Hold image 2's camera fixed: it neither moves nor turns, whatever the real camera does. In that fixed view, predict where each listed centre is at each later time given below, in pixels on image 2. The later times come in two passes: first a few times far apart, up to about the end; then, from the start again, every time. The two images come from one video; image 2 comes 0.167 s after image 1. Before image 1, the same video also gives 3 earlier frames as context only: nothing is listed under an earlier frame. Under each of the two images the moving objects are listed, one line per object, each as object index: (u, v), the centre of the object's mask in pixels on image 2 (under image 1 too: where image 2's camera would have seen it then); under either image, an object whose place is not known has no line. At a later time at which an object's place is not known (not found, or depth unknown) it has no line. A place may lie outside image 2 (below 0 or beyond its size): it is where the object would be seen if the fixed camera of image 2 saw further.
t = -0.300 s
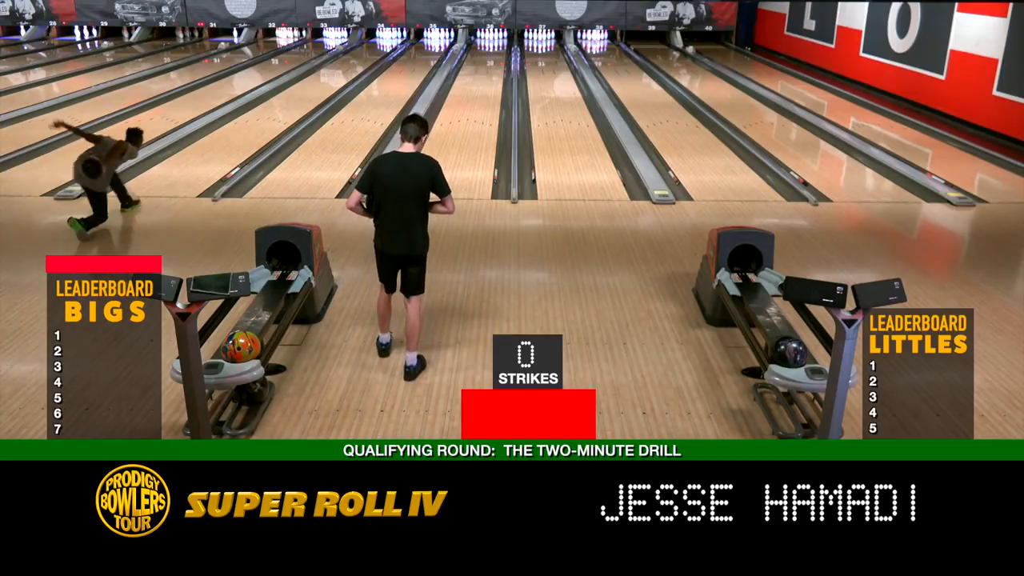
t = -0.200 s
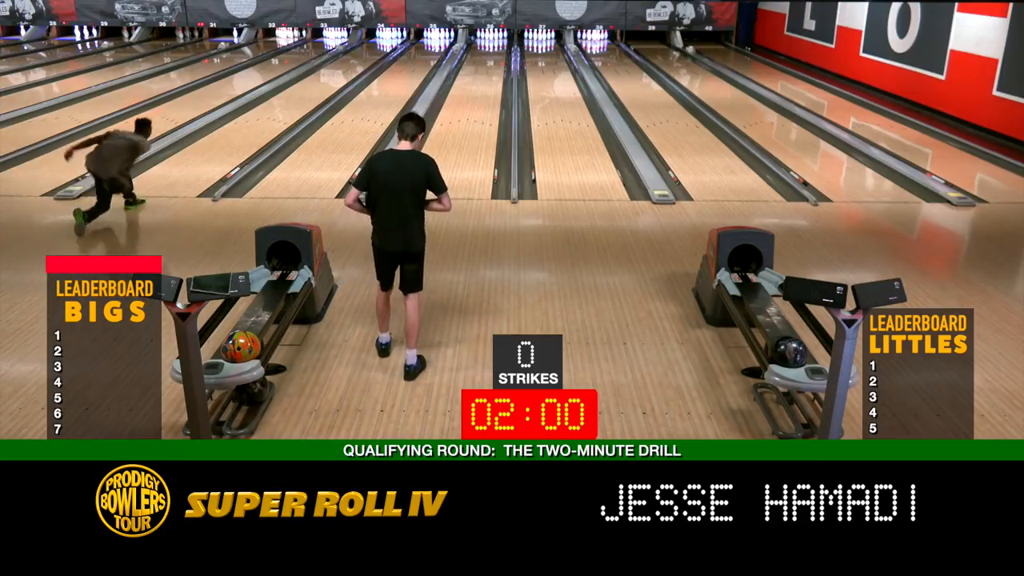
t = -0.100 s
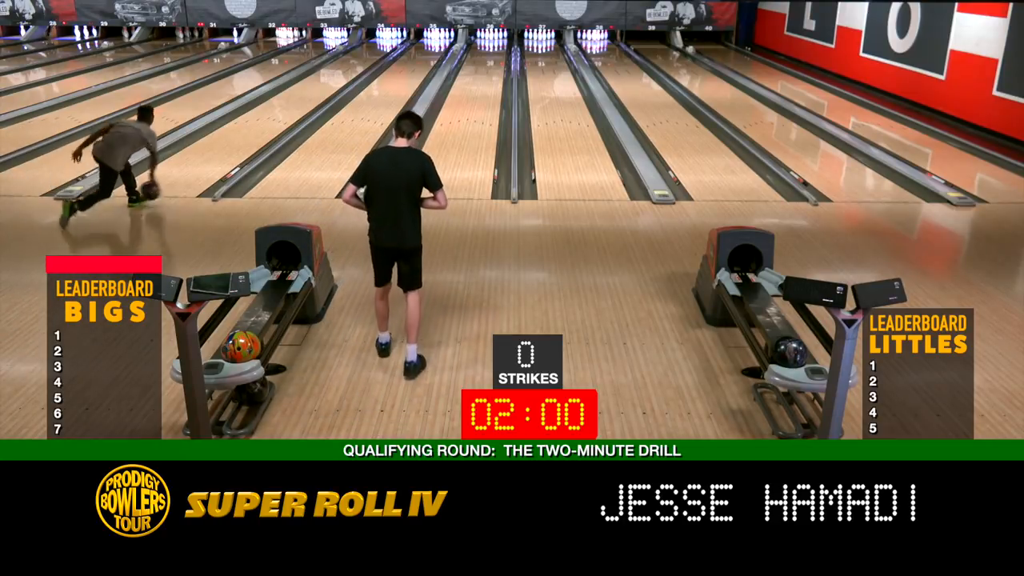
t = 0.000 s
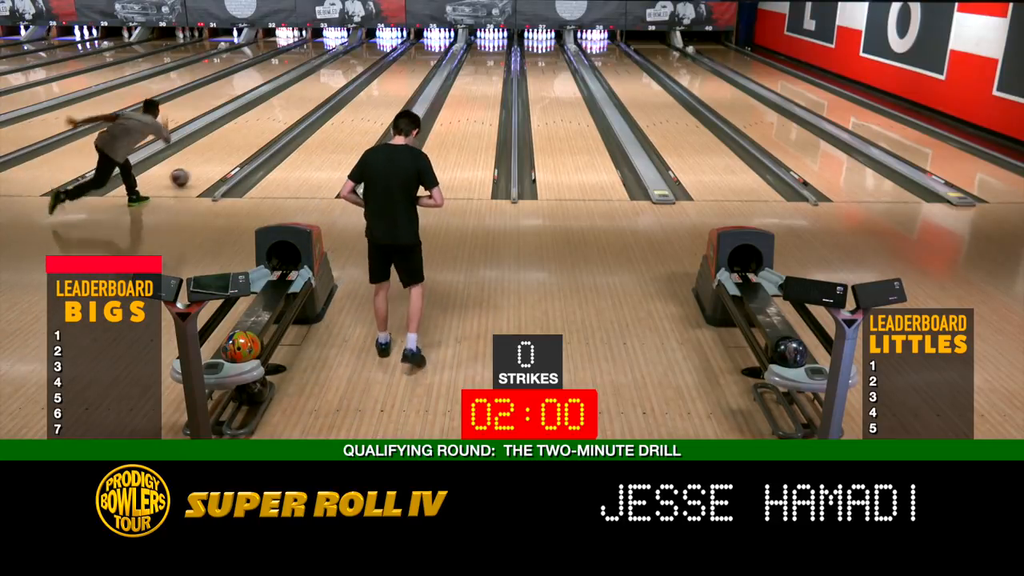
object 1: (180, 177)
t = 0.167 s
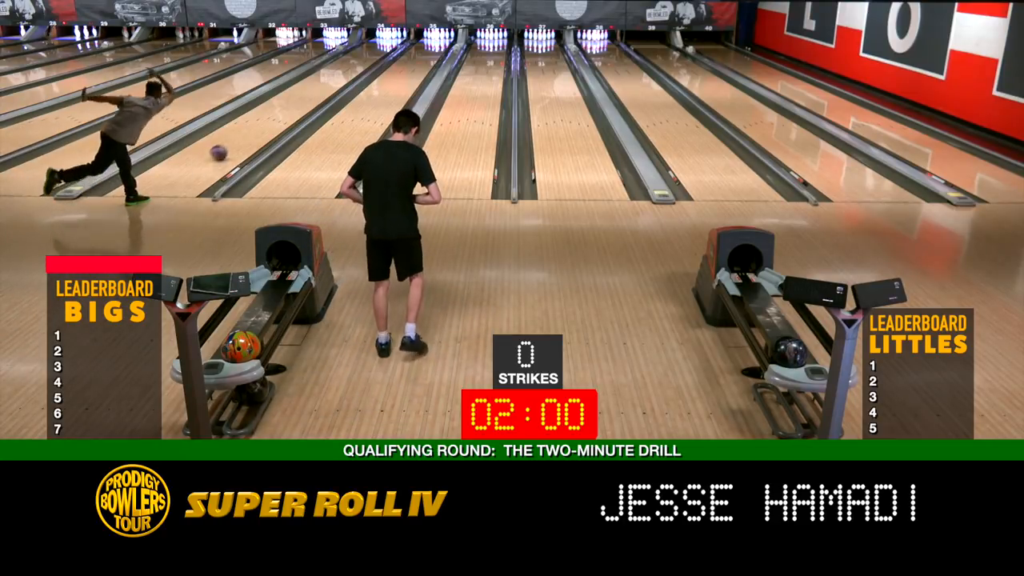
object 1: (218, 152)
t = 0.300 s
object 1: (244, 136)
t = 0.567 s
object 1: (283, 110)
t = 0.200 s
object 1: (225, 148)
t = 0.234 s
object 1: (231, 144)
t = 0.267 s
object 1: (238, 140)
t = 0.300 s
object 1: (244, 136)
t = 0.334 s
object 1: (249, 132)
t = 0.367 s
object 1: (255, 129)
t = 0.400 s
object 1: (260, 126)
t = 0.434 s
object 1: (265, 122)
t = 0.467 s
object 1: (269, 119)
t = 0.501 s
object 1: (274, 116)
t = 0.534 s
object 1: (278, 113)
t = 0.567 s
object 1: (283, 110)
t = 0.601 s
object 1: (287, 108)
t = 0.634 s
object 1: (291, 106)
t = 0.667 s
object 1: (295, 103)
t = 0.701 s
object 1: (298, 101)
